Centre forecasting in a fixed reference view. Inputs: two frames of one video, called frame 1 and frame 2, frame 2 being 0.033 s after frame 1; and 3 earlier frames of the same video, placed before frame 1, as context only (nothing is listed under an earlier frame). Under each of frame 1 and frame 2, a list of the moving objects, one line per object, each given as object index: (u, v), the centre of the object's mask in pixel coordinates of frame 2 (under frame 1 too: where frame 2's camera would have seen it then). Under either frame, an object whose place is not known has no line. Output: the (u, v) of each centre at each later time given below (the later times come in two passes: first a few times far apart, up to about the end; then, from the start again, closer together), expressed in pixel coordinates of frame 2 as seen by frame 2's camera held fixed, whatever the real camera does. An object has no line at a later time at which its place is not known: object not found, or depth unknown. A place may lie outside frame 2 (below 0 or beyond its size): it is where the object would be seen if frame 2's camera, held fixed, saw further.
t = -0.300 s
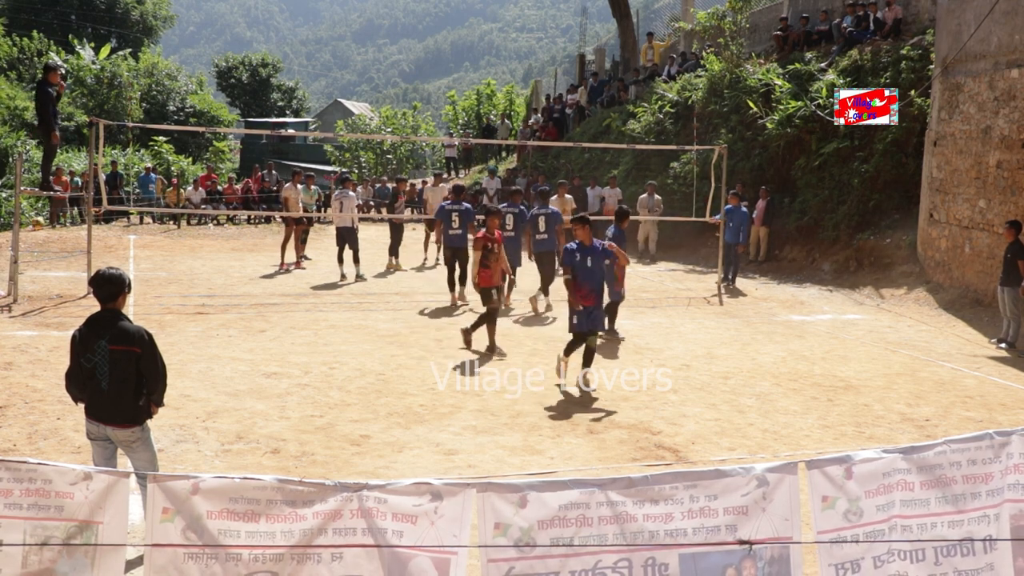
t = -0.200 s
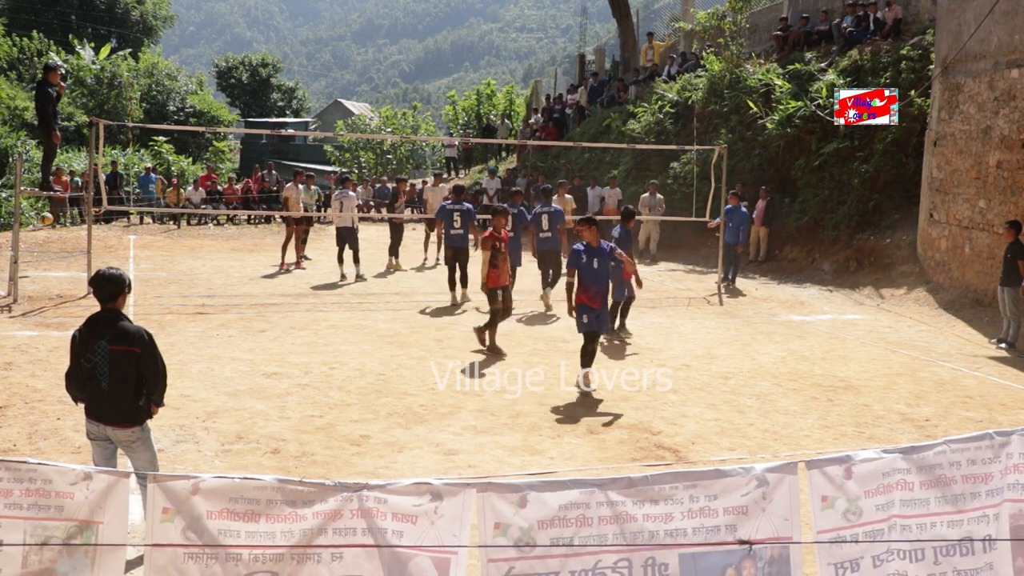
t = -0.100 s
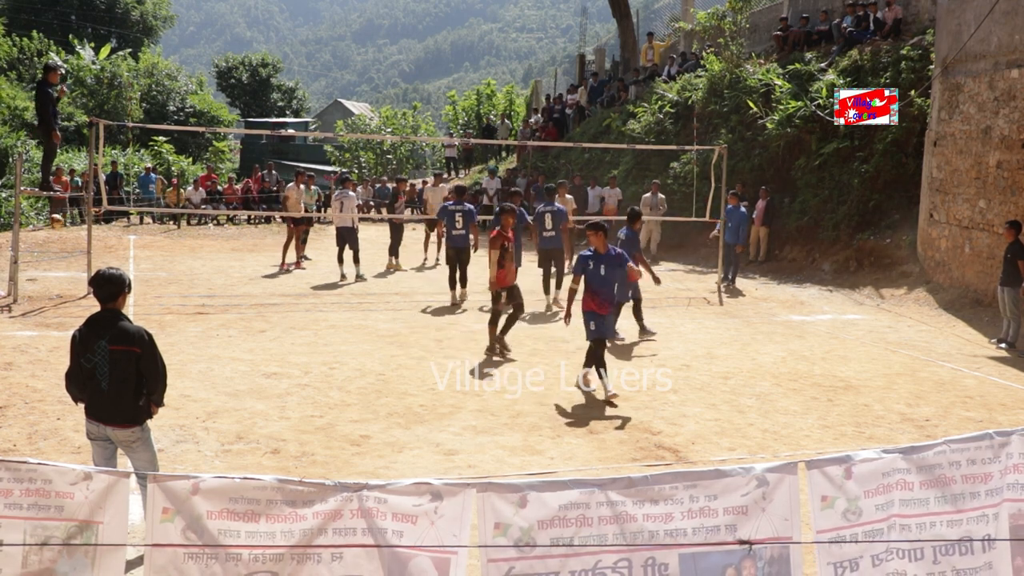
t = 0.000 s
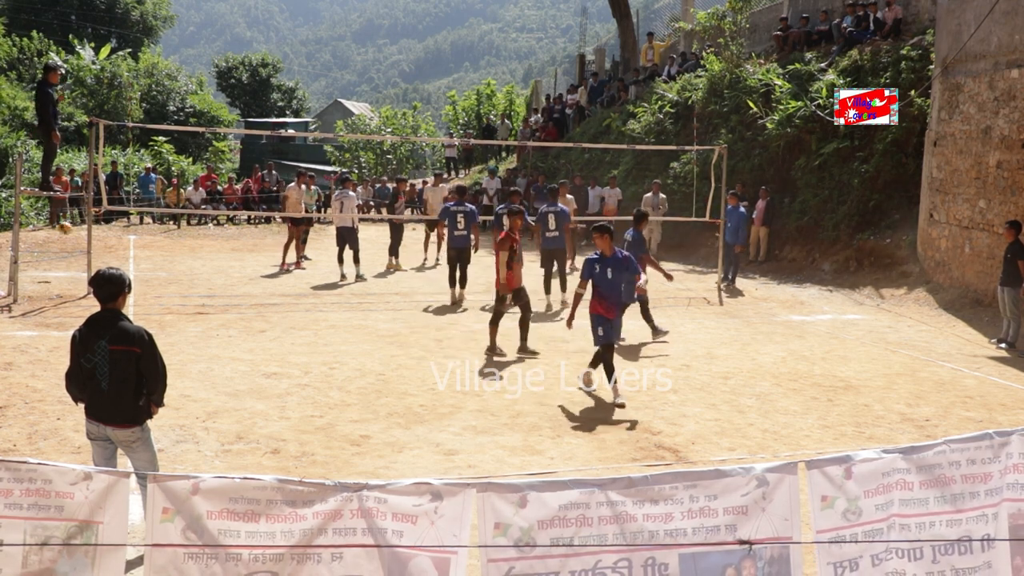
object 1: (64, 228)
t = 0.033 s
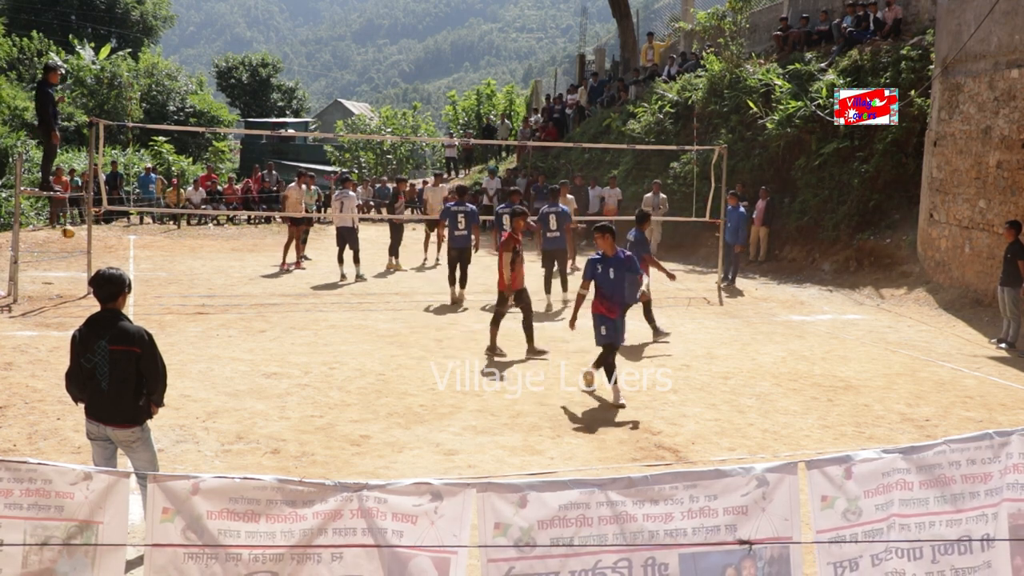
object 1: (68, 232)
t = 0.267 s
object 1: (87, 280)
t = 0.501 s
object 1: (127, 258)
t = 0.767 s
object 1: (172, 278)
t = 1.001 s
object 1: (214, 288)
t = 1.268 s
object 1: (266, 297)
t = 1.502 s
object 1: (315, 311)
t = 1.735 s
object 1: (367, 325)
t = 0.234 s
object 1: (86, 272)
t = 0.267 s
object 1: (87, 280)
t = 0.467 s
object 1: (122, 259)
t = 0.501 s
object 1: (127, 258)
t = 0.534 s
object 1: (133, 258)
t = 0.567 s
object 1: (138, 259)
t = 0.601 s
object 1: (144, 260)
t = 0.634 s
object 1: (149, 261)
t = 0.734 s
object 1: (166, 273)
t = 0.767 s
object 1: (172, 278)
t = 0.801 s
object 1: (178, 284)
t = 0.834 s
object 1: (184, 291)
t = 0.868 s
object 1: (189, 299)
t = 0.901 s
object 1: (195, 298)
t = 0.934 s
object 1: (202, 293)
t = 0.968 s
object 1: (207, 290)
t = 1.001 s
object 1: (214, 288)
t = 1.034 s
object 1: (220, 286)
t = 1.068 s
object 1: (226, 285)
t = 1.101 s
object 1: (233, 285)
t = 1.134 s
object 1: (239, 286)
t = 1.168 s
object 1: (245, 288)
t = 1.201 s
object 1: (252, 290)
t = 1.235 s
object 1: (259, 293)
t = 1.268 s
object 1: (266, 297)
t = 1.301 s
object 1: (273, 302)
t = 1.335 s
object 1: (279, 309)
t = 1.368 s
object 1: (286, 315)
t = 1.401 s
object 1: (293, 321)
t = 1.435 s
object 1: (300, 315)
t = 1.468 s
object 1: (308, 313)
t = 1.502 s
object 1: (315, 311)
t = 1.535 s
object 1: (322, 310)
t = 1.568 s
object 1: (329, 311)
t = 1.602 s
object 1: (337, 311)
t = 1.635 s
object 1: (344, 314)
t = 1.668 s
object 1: (352, 316)
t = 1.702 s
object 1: (360, 320)
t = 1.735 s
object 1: (367, 325)
